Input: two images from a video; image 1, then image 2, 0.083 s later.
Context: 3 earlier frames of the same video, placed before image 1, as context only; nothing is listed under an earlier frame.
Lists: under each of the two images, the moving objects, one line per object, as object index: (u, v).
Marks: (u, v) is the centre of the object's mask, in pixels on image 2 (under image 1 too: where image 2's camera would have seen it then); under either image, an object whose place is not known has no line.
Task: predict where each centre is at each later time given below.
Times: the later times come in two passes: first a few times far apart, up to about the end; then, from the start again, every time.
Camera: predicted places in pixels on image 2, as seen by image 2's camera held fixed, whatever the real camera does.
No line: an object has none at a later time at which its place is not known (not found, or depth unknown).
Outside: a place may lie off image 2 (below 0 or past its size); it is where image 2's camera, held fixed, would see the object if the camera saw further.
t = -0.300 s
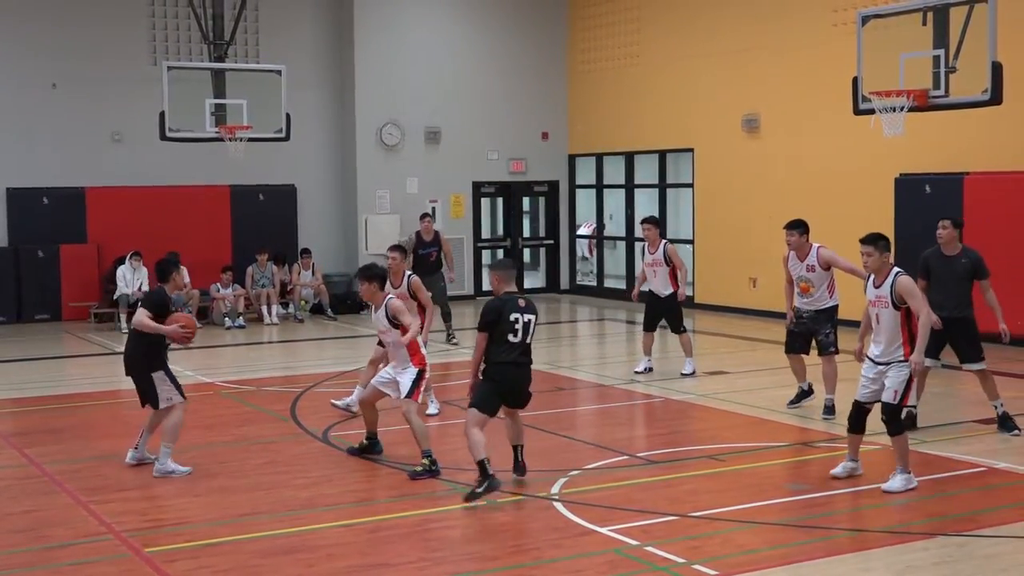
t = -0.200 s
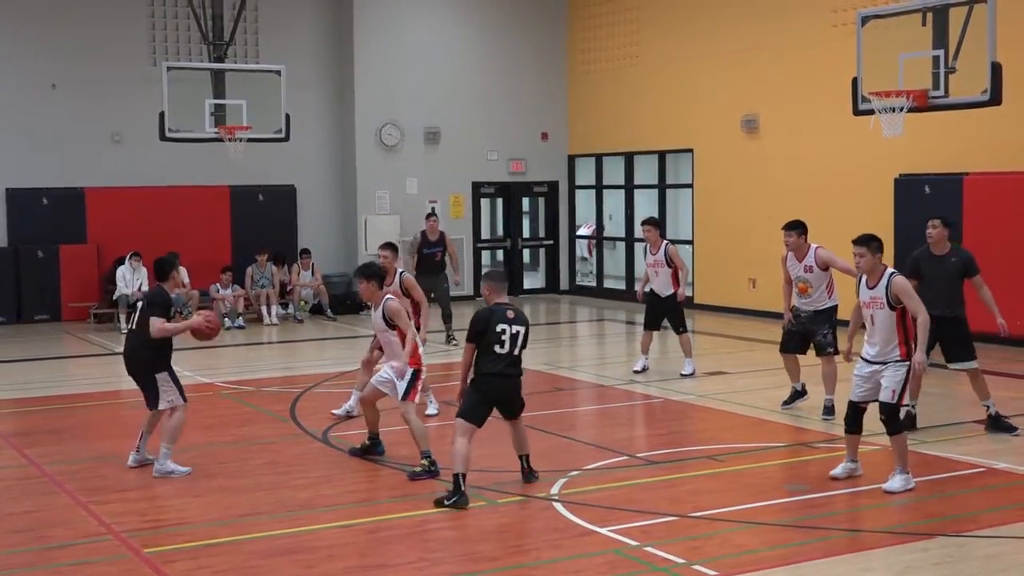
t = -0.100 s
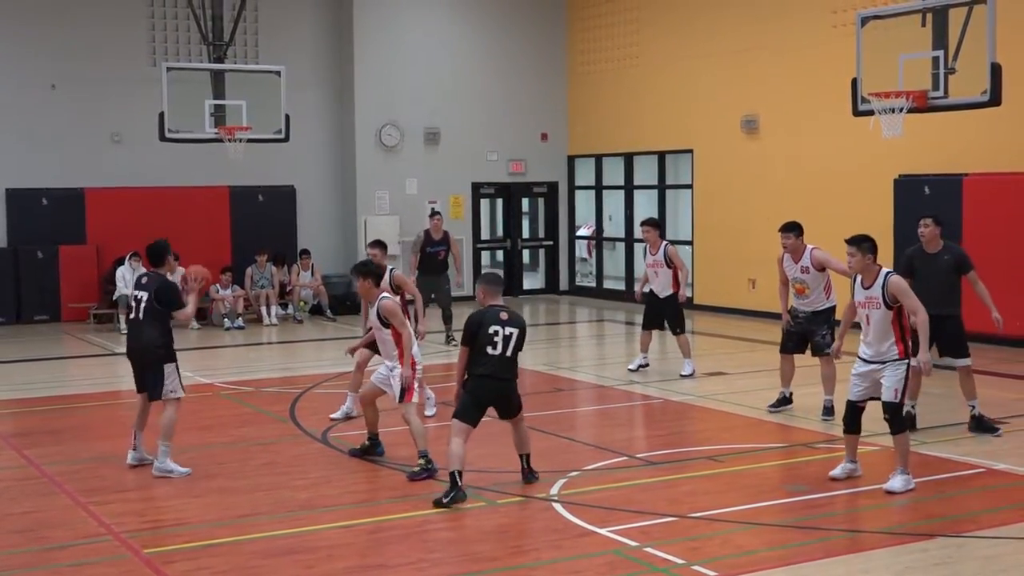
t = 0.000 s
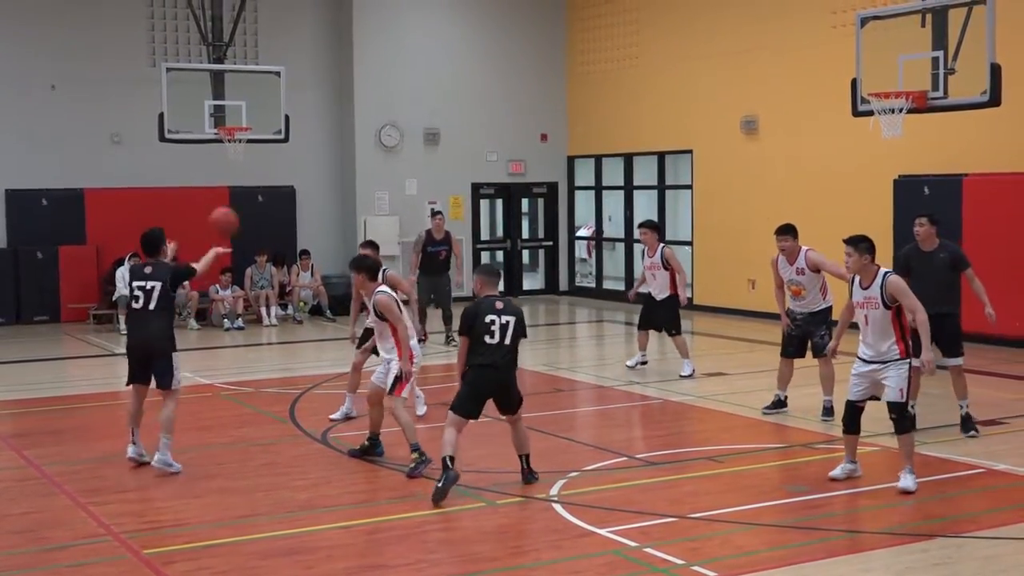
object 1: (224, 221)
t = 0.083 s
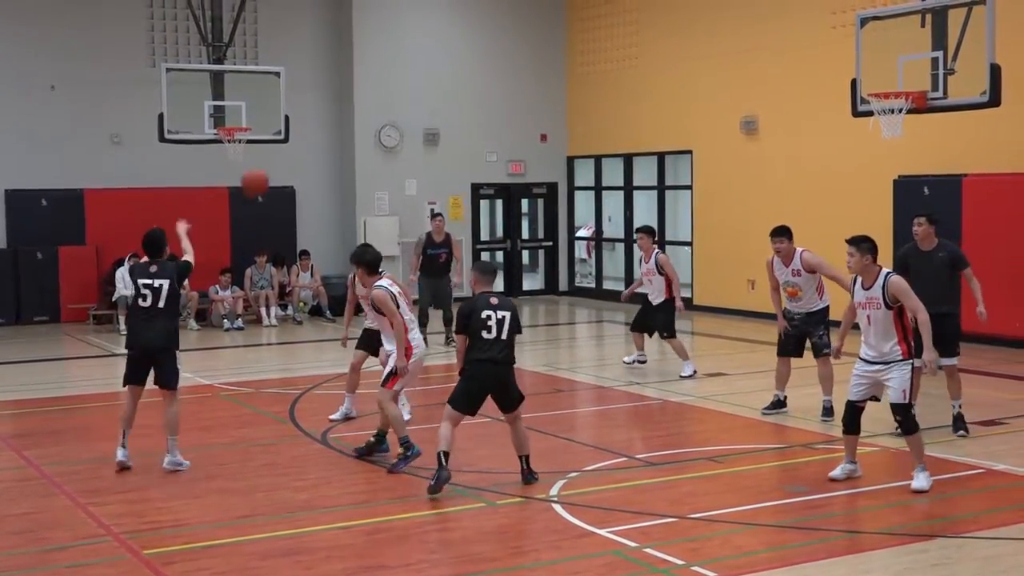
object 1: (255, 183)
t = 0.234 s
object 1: (303, 136)
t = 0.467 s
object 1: (364, 116)
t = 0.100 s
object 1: (261, 176)
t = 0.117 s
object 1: (266, 169)
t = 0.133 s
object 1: (272, 163)
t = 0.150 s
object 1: (278, 157)
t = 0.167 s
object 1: (283, 152)
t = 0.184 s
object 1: (288, 148)
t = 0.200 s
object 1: (294, 143)
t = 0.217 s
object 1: (299, 139)
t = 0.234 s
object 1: (303, 136)
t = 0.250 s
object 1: (308, 132)
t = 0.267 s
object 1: (314, 129)
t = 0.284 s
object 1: (318, 126)
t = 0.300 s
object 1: (323, 125)
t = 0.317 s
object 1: (327, 123)
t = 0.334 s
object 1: (332, 121)
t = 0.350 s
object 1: (336, 119)
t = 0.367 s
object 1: (340, 118)
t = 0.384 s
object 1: (344, 117)
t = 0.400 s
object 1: (349, 116)
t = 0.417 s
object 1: (353, 116)
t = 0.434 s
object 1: (357, 116)
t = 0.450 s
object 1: (360, 116)
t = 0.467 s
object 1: (364, 116)
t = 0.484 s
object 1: (368, 117)
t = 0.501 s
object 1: (371, 118)
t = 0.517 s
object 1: (375, 119)
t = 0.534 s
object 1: (378, 120)
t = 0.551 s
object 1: (382, 121)
